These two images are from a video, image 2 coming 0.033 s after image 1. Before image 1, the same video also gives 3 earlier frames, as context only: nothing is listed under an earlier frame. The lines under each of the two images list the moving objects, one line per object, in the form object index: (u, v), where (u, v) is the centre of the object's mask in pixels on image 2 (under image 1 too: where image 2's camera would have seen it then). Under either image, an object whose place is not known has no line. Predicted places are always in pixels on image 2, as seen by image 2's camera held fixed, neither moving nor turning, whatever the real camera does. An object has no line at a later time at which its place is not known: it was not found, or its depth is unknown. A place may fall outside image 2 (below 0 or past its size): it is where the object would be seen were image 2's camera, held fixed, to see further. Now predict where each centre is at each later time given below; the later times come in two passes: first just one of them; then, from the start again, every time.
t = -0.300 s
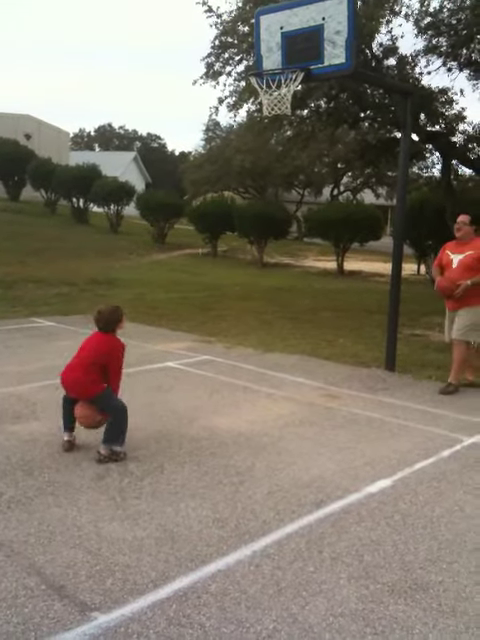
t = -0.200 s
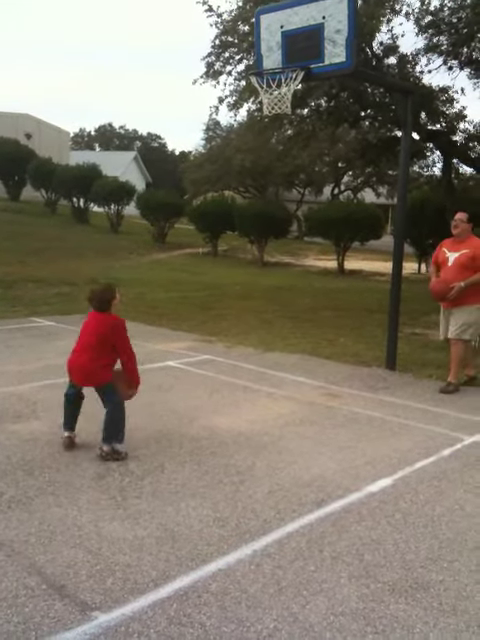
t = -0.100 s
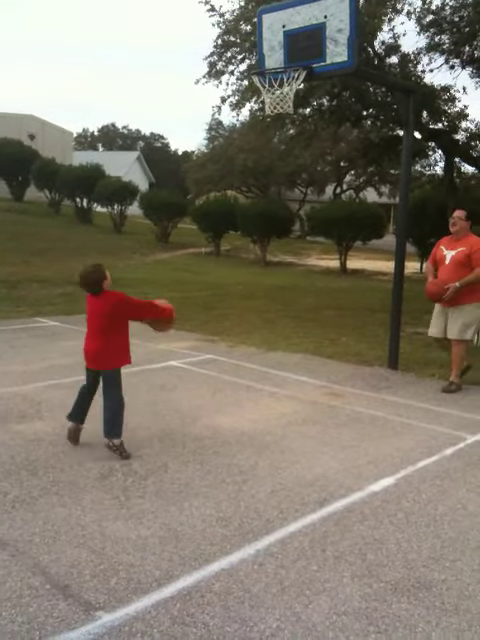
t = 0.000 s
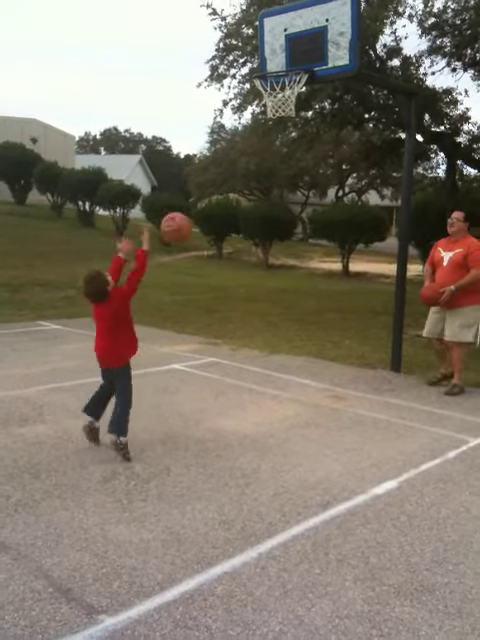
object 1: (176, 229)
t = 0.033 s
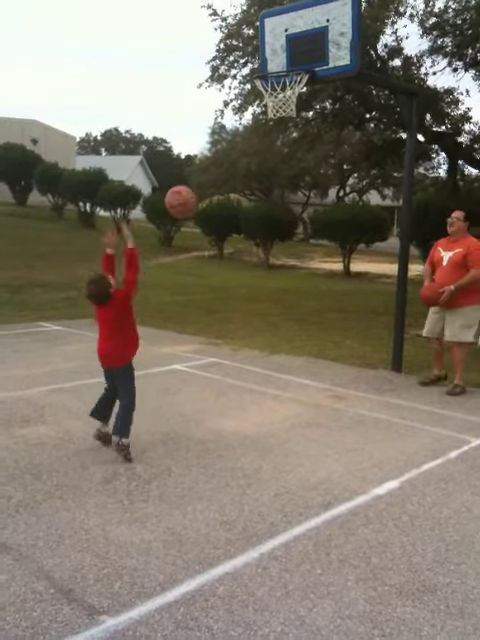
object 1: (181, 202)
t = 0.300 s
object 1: (208, 46)
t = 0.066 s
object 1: (184, 177)
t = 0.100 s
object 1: (188, 152)
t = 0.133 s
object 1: (192, 131)
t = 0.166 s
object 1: (196, 111)
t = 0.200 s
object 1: (199, 92)
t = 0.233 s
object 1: (203, 75)
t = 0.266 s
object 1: (206, 60)
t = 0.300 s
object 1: (208, 46)
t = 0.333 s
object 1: (212, 35)
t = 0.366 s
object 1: (215, 25)
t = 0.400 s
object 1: (219, 17)
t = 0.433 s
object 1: (221, 11)
